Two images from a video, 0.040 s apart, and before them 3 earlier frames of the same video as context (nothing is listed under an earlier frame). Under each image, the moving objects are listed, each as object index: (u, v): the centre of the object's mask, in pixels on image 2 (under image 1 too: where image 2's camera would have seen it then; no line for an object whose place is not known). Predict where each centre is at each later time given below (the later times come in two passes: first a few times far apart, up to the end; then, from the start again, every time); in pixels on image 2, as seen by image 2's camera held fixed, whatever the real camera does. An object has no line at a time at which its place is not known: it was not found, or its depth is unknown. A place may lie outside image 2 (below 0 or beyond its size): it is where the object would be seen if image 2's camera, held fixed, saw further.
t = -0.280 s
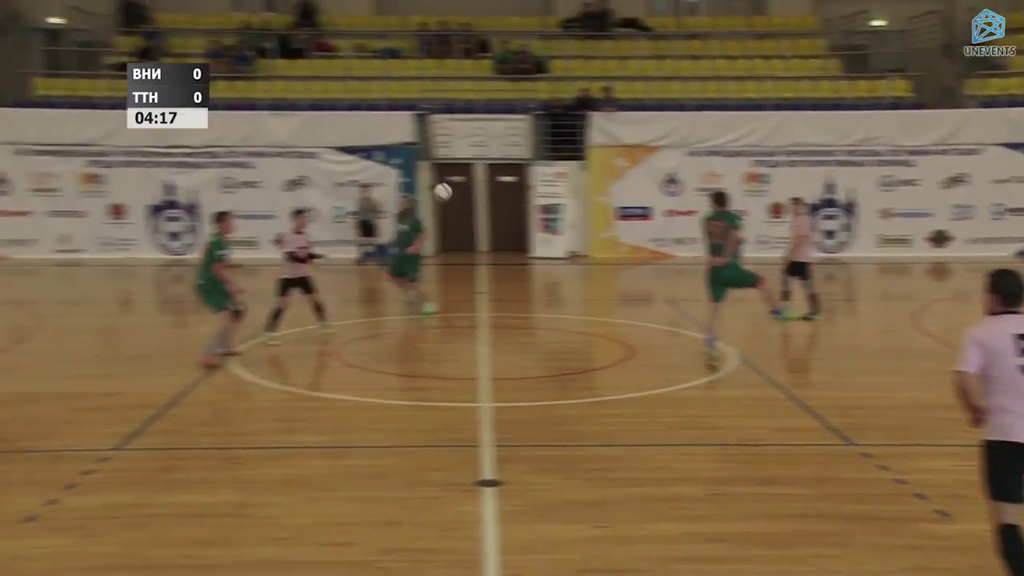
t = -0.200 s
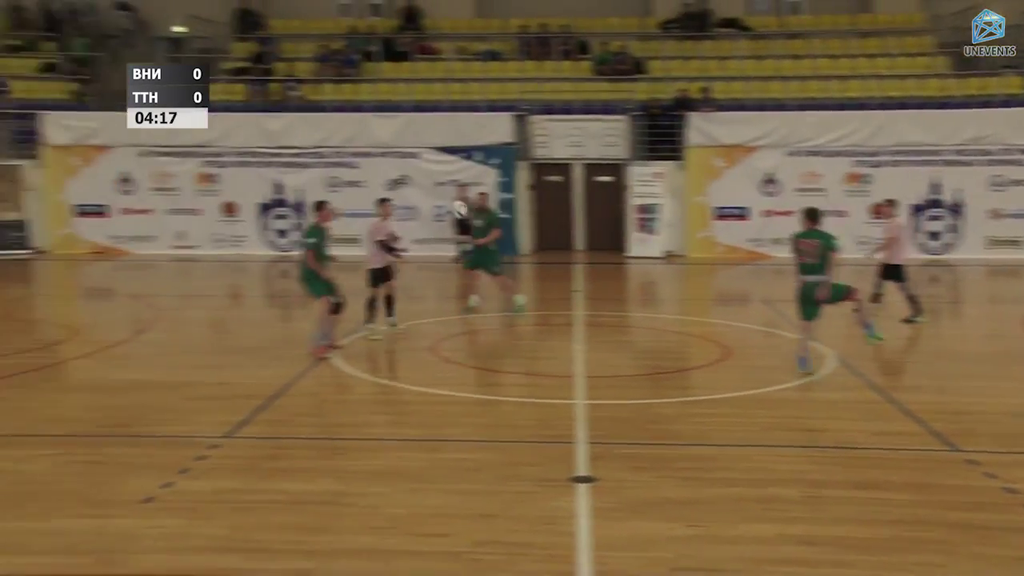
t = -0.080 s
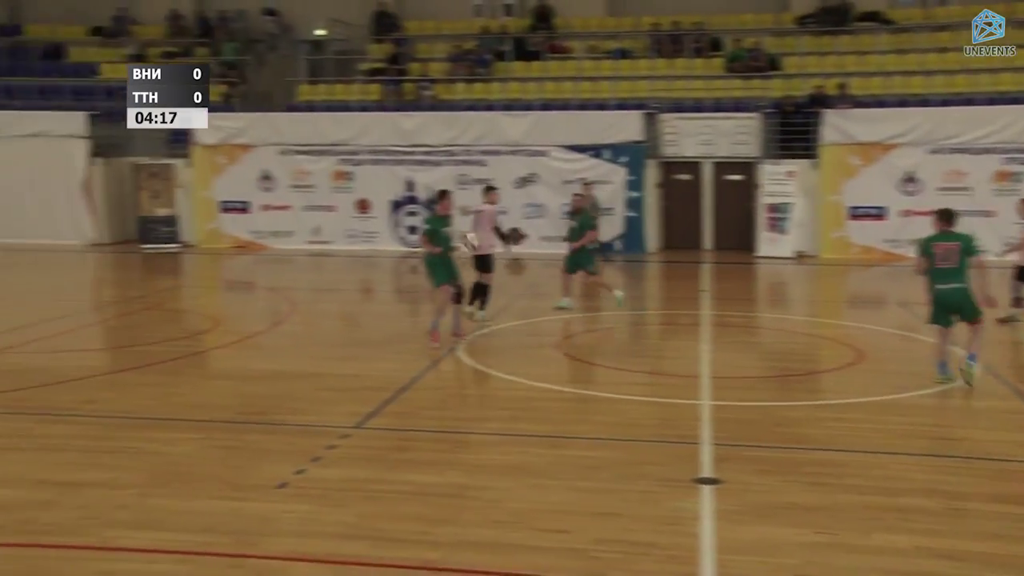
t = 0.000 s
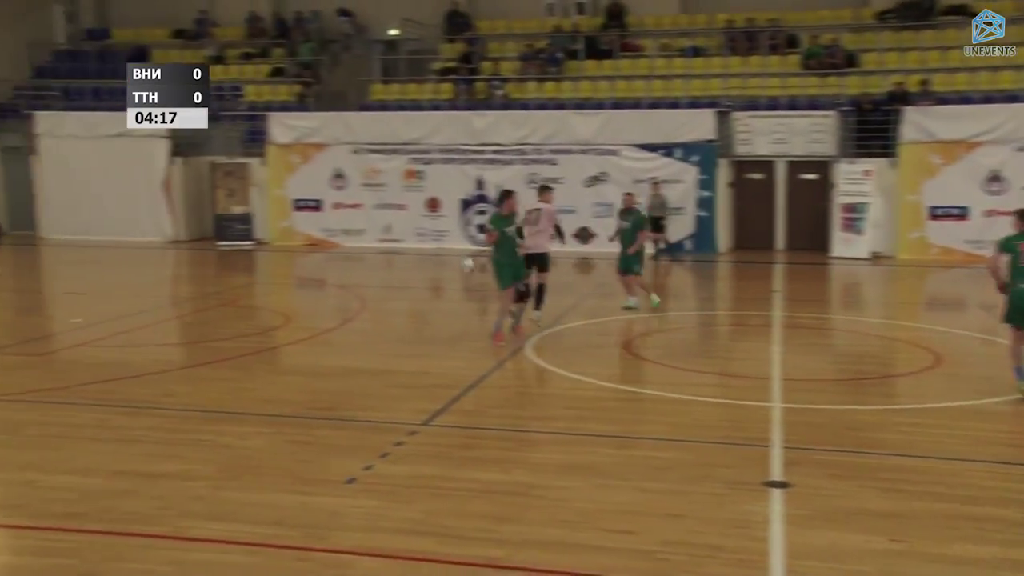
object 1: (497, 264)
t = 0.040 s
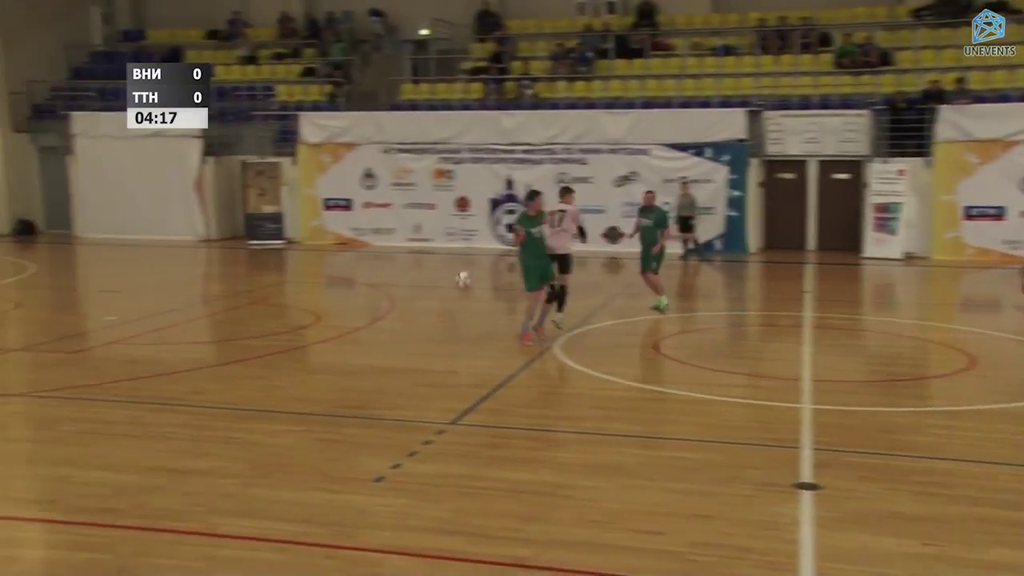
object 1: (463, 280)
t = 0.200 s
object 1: (342, 305)
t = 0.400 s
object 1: (229, 271)
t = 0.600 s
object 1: (122, 268)
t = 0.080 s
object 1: (429, 294)
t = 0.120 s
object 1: (395, 309)
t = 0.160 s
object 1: (366, 316)
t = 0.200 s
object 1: (342, 305)
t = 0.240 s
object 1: (319, 296)
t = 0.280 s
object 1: (296, 288)
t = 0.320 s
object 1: (273, 280)
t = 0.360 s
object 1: (251, 275)
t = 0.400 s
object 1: (229, 271)
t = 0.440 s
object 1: (208, 268)
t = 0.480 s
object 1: (186, 267)
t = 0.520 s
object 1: (164, 266)
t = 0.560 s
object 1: (143, 267)
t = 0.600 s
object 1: (122, 268)
